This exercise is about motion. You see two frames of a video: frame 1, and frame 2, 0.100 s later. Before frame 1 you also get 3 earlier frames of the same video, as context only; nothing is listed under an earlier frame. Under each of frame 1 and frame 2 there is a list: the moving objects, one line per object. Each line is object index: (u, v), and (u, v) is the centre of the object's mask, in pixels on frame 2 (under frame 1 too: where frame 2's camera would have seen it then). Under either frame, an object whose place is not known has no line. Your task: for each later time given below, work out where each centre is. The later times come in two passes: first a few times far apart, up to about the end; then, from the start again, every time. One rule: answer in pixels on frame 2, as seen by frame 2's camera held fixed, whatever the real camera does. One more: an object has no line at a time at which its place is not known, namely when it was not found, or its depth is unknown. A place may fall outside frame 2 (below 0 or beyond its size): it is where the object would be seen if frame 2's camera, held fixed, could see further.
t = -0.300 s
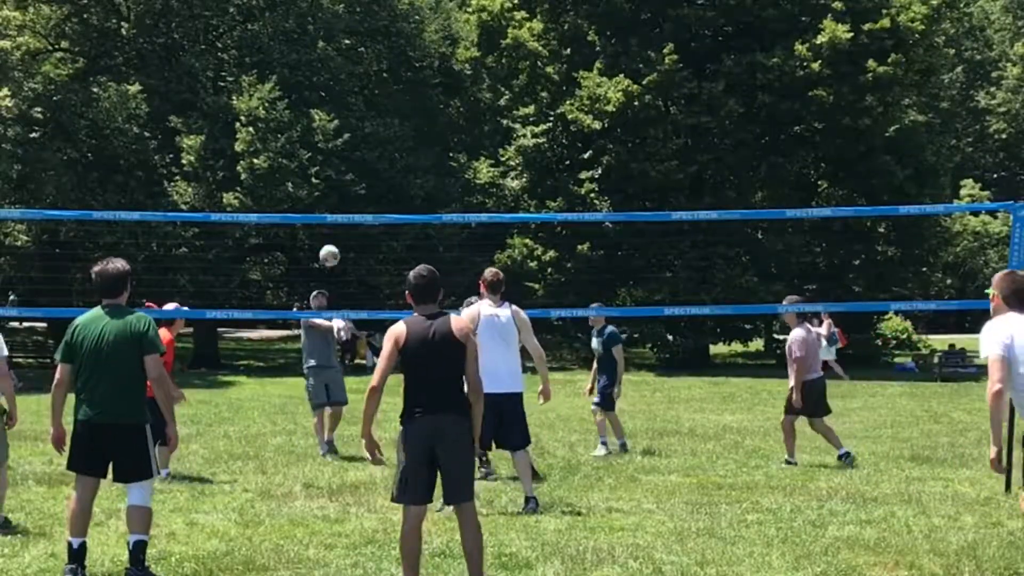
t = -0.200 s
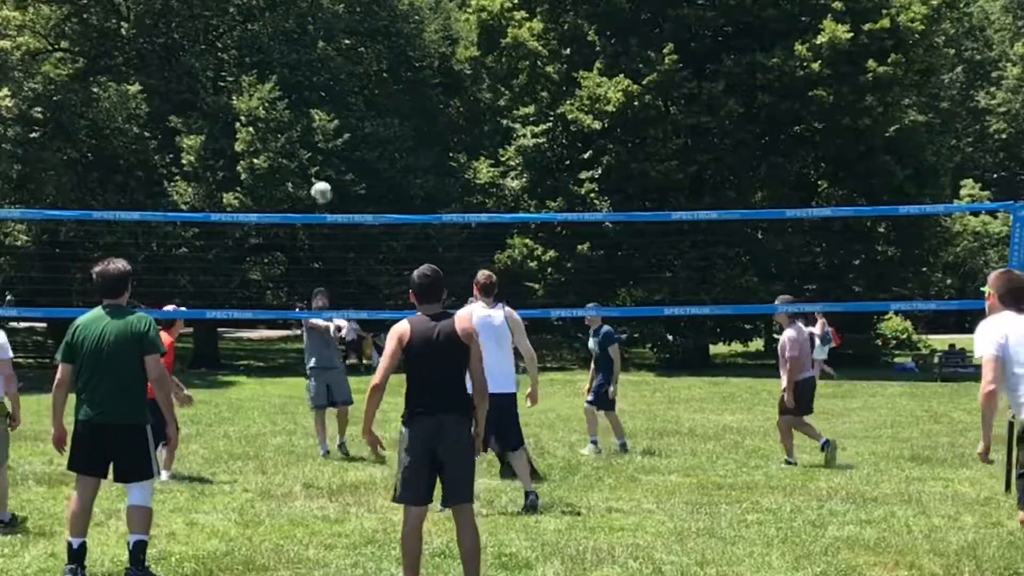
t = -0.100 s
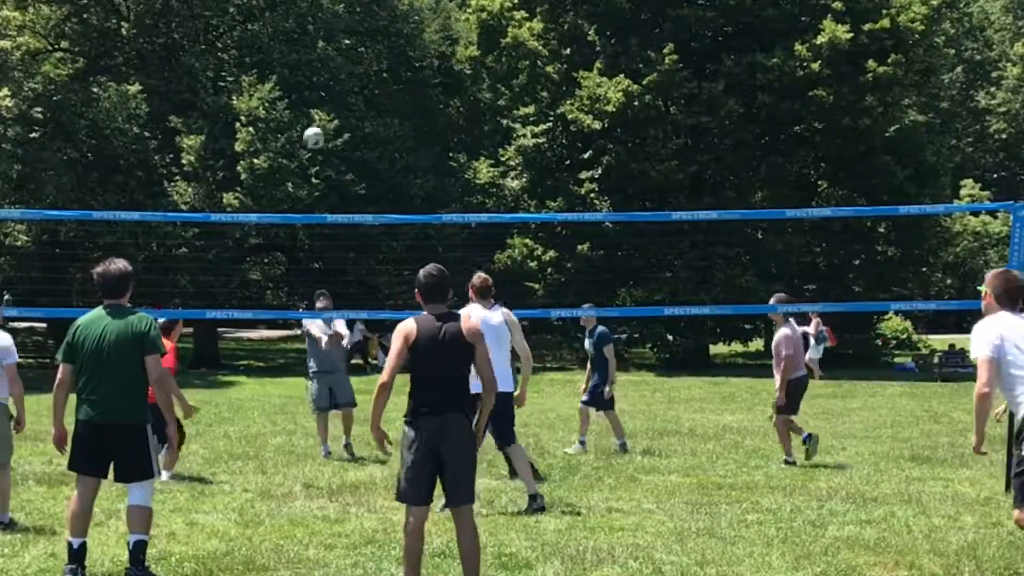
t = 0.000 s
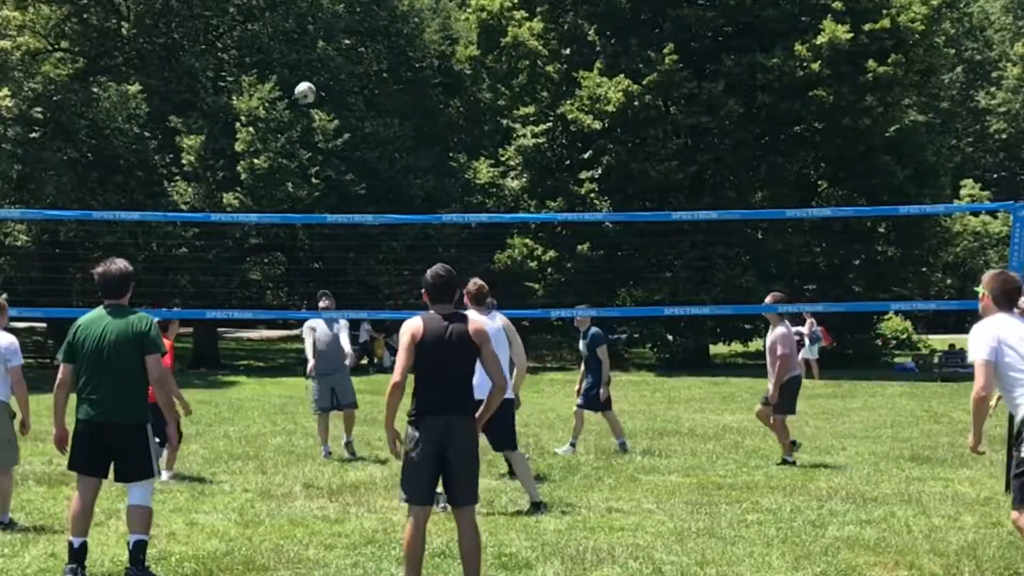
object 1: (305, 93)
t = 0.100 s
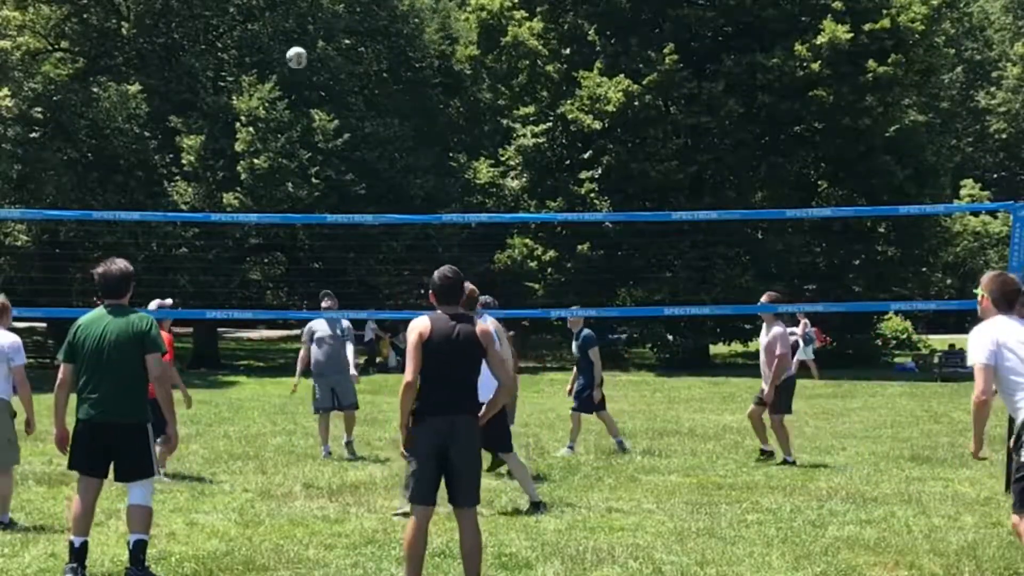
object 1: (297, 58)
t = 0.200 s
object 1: (288, 32)
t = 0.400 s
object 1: (270, 11)
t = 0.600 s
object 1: (252, 28)
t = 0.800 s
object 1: (236, 86)
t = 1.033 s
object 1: (216, 202)
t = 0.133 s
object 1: (294, 48)
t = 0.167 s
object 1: (291, 39)
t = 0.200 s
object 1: (288, 32)
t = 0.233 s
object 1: (285, 26)
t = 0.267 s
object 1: (282, 21)
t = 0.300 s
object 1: (280, 17)
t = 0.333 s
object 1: (276, 13)
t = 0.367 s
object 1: (273, 11)
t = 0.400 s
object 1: (270, 11)
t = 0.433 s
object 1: (267, 11)
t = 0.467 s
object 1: (264, 12)
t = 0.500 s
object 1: (261, 14)
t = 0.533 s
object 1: (258, 18)
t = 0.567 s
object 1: (255, 23)
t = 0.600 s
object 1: (252, 28)
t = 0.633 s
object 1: (249, 35)
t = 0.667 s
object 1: (246, 43)
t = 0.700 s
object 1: (243, 52)
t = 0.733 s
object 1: (241, 63)
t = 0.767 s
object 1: (237, 74)
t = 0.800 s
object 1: (236, 86)
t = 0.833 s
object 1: (231, 99)
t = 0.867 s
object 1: (229, 114)
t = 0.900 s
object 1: (226, 130)
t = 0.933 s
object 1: (223, 146)
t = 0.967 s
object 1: (221, 164)
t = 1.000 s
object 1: (218, 183)
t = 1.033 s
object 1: (216, 202)
